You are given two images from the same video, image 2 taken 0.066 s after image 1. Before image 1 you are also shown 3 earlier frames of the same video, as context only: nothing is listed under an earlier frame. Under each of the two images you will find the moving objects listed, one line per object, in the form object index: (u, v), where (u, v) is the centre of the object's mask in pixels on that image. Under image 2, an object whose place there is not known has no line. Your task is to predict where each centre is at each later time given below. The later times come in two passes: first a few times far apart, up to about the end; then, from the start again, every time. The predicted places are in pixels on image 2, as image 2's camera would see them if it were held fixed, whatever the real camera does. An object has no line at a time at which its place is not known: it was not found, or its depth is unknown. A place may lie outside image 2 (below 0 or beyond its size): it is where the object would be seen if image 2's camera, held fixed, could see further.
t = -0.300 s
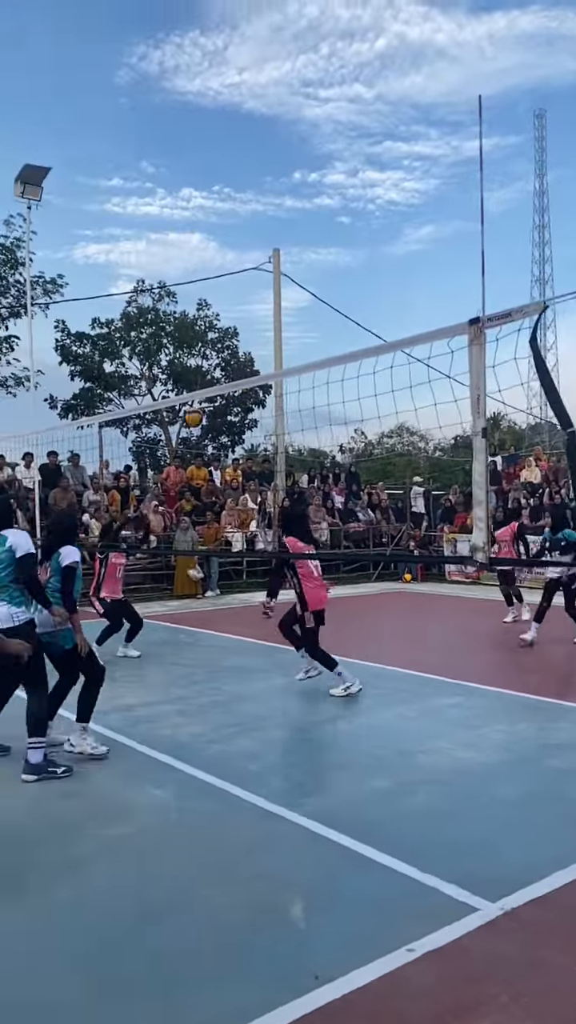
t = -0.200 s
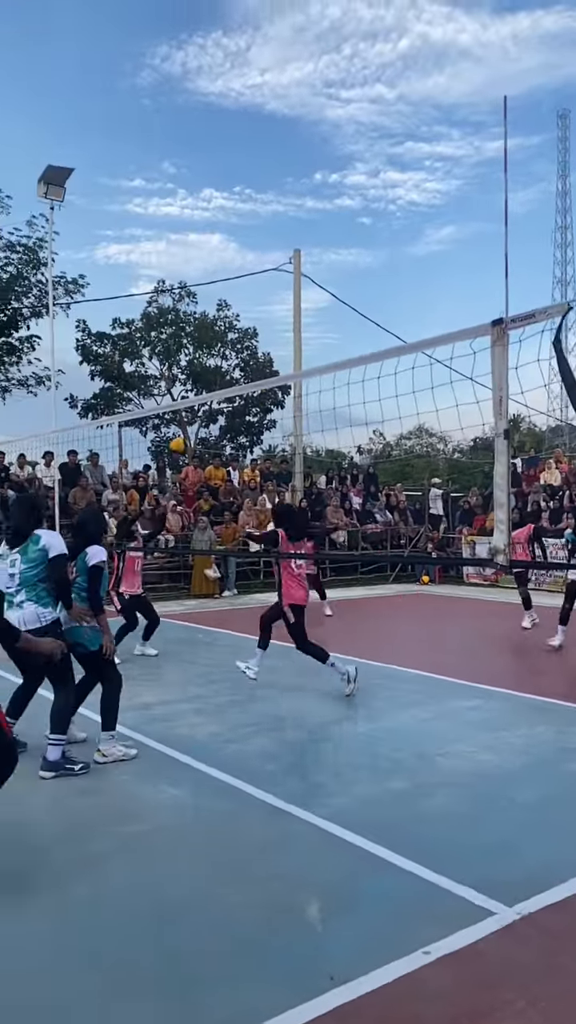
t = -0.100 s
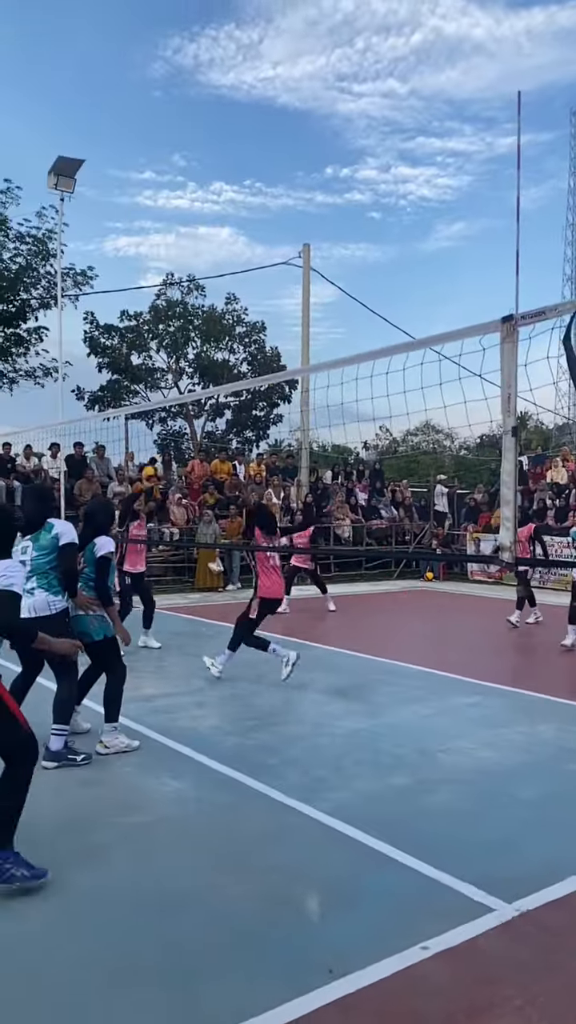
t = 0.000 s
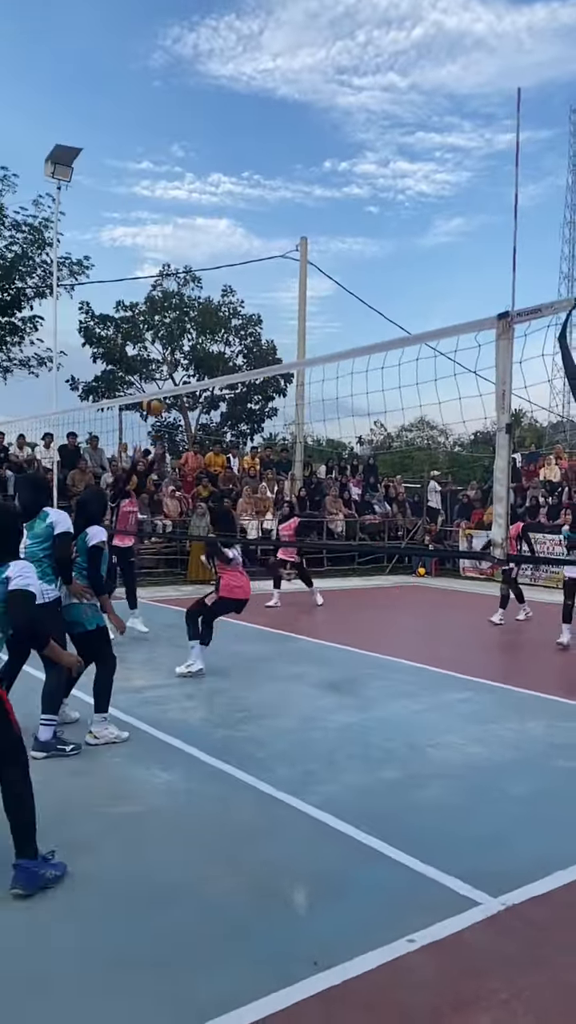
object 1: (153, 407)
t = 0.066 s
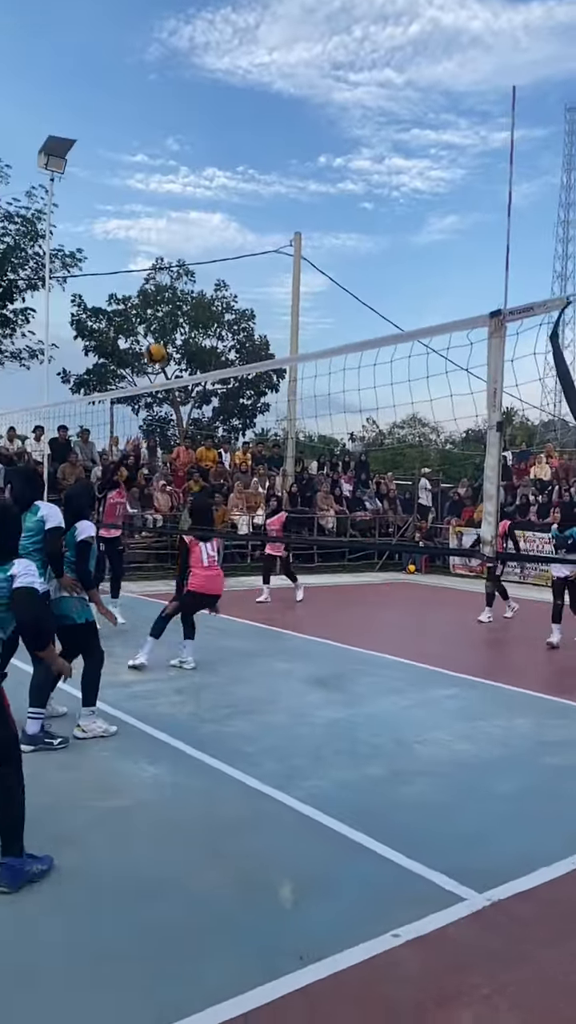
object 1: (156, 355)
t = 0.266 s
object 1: (184, 232)
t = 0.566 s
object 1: (230, 115)
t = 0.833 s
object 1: (275, 88)
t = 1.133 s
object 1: (335, 181)
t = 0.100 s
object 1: (160, 331)
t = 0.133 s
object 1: (164, 308)
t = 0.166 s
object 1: (168, 289)
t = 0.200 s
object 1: (175, 269)
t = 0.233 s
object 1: (179, 250)
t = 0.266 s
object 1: (184, 232)
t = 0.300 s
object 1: (189, 215)
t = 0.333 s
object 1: (194, 199)
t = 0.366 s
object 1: (199, 185)
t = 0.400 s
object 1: (204, 170)
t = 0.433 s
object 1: (209, 157)
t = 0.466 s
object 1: (214, 145)
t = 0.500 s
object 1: (219, 134)
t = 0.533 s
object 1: (225, 124)
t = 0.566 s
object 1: (230, 115)
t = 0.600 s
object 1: (235, 107)
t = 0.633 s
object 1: (241, 100)
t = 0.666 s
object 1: (246, 95)
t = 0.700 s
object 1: (253, 90)
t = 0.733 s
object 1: (257, 87)
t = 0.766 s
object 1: (263, 86)
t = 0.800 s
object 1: (269, 86)
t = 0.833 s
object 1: (275, 88)
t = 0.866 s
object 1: (281, 91)
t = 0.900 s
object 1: (288, 97)
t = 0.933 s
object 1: (294, 103)
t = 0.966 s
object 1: (300, 113)
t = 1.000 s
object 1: (306, 123)
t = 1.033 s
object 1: (314, 134)
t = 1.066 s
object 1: (320, 148)
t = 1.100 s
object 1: (327, 164)
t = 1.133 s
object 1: (335, 181)
